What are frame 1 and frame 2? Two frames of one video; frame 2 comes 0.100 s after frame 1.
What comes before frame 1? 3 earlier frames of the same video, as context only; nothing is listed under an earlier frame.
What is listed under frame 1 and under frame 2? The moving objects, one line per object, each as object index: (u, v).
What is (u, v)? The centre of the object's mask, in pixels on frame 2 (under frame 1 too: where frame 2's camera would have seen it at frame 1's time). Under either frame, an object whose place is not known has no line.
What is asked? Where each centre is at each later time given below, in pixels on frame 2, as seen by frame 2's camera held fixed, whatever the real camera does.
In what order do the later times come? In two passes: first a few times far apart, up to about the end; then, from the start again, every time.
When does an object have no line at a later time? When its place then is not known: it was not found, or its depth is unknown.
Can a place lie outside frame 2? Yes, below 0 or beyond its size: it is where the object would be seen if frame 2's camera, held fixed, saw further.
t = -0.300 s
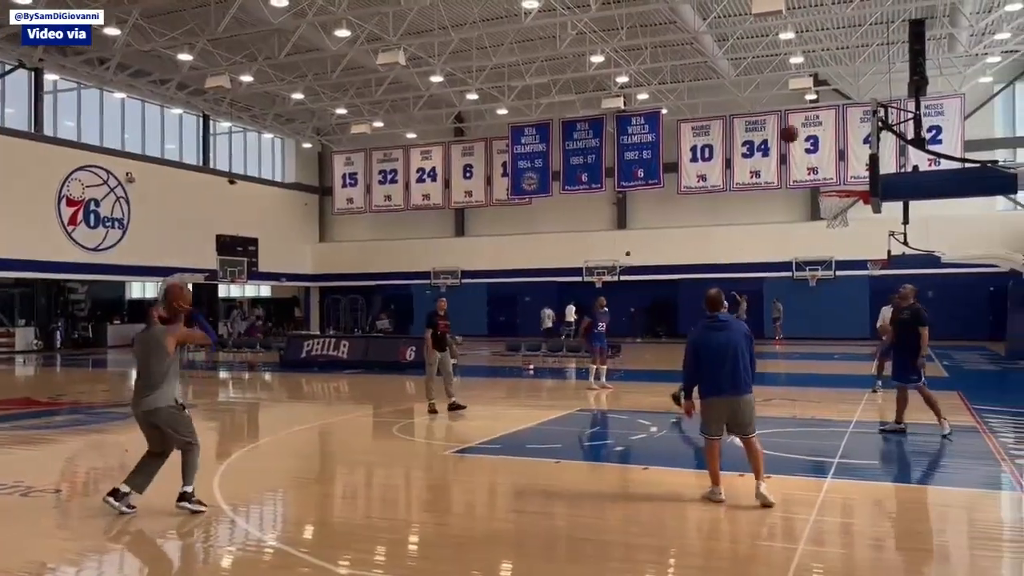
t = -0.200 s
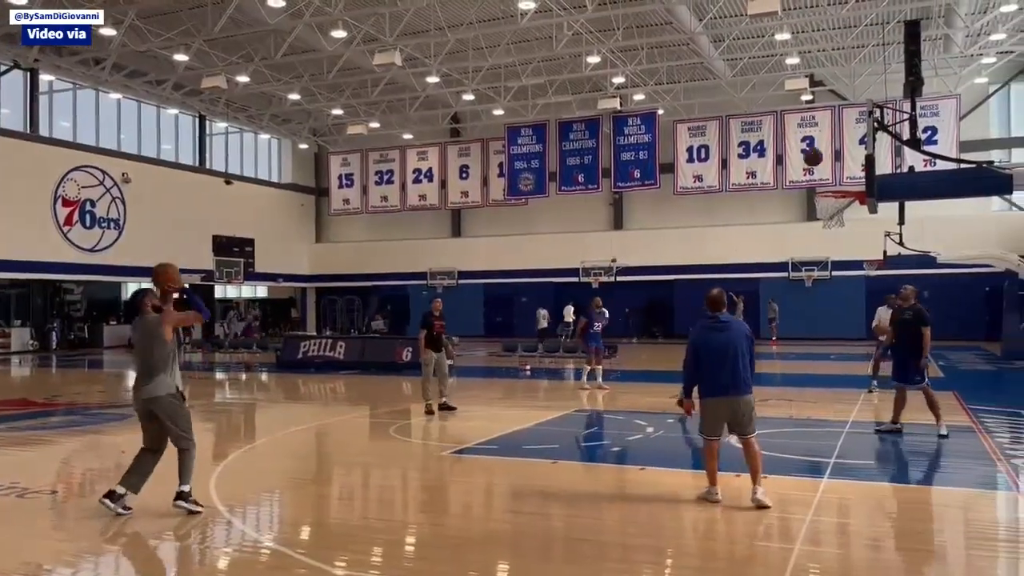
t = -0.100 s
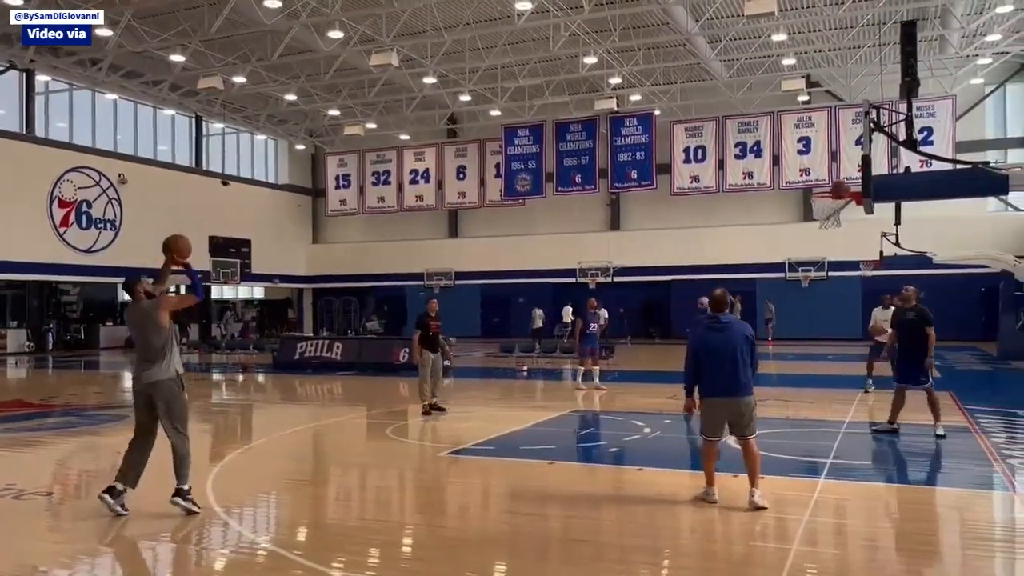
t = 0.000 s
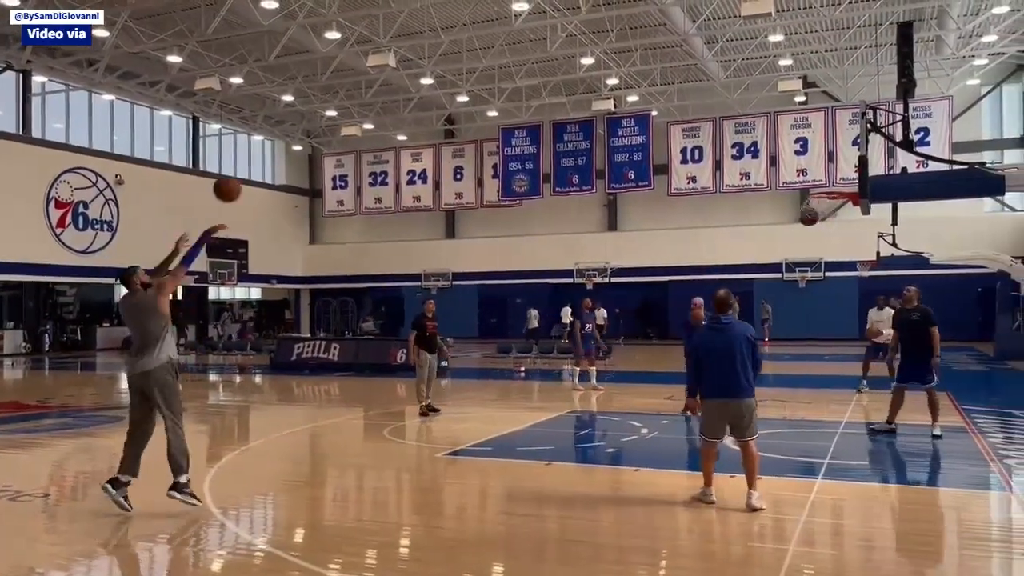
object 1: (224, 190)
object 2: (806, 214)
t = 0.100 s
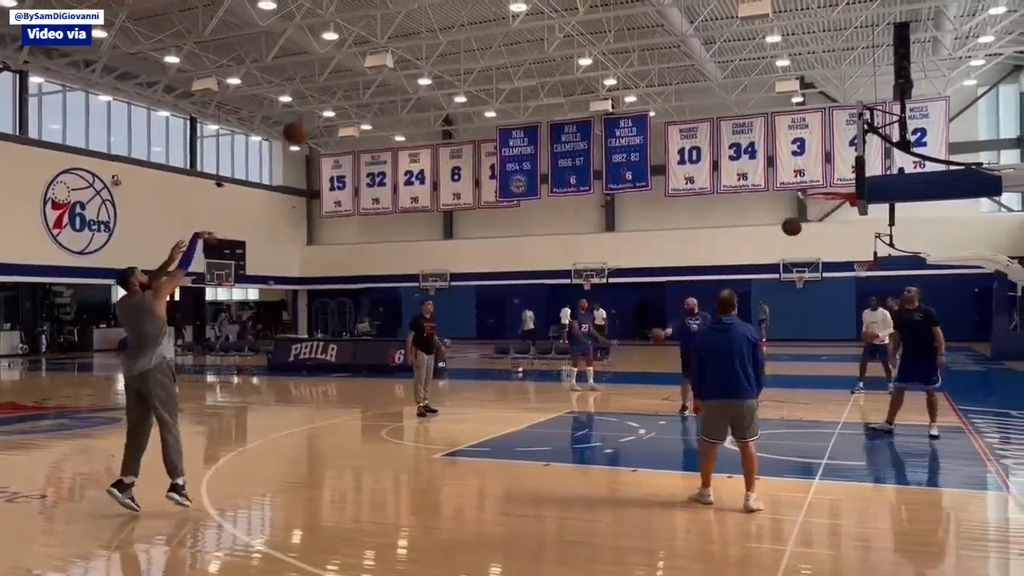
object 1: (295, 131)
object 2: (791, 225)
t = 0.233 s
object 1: (383, 79)
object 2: (773, 249)
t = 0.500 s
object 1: (533, 34)
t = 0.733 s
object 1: (644, 49)
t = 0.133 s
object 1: (319, 116)
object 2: (786, 228)
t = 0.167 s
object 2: (782, 235)
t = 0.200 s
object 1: (362, 89)
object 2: (777, 242)
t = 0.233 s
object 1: (383, 79)
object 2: (773, 249)
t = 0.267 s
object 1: (403, 69)
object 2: (768, 257)
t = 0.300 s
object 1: (423, 60)
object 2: (765, 264)
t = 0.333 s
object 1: (442, 53)
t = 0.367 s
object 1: (462, 47)
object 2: (755, 285)
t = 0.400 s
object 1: (480, 42)
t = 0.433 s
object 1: (498, 38)
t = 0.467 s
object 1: (515, 35)
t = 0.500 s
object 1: (533, 34)
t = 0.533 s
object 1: (550, 32)
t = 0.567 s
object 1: (567, 33)
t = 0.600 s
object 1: (583, 34)
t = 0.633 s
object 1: (598, 37)
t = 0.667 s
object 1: (614, 39)
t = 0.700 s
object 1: (629, 43)
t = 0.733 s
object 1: (644, 49)
